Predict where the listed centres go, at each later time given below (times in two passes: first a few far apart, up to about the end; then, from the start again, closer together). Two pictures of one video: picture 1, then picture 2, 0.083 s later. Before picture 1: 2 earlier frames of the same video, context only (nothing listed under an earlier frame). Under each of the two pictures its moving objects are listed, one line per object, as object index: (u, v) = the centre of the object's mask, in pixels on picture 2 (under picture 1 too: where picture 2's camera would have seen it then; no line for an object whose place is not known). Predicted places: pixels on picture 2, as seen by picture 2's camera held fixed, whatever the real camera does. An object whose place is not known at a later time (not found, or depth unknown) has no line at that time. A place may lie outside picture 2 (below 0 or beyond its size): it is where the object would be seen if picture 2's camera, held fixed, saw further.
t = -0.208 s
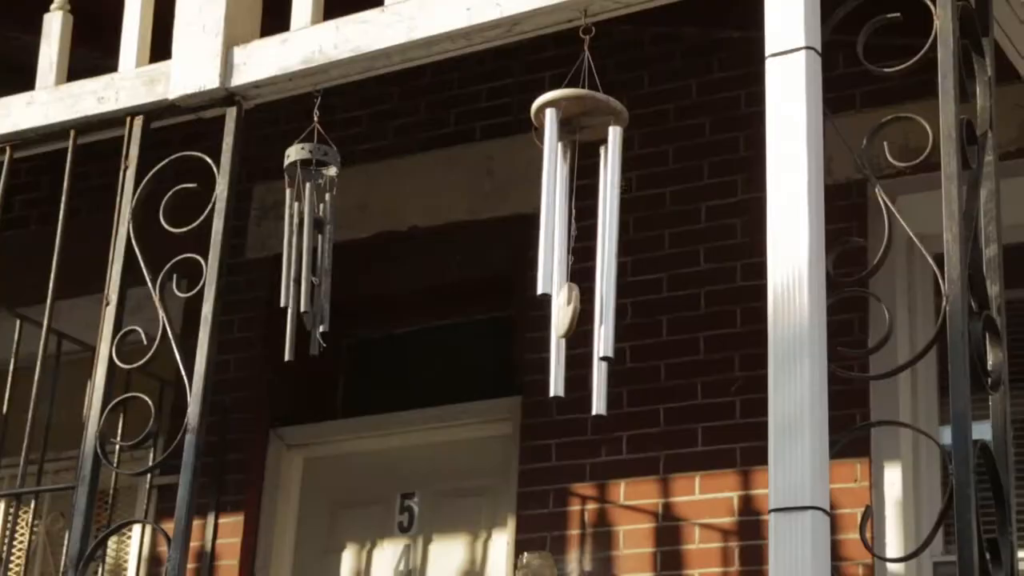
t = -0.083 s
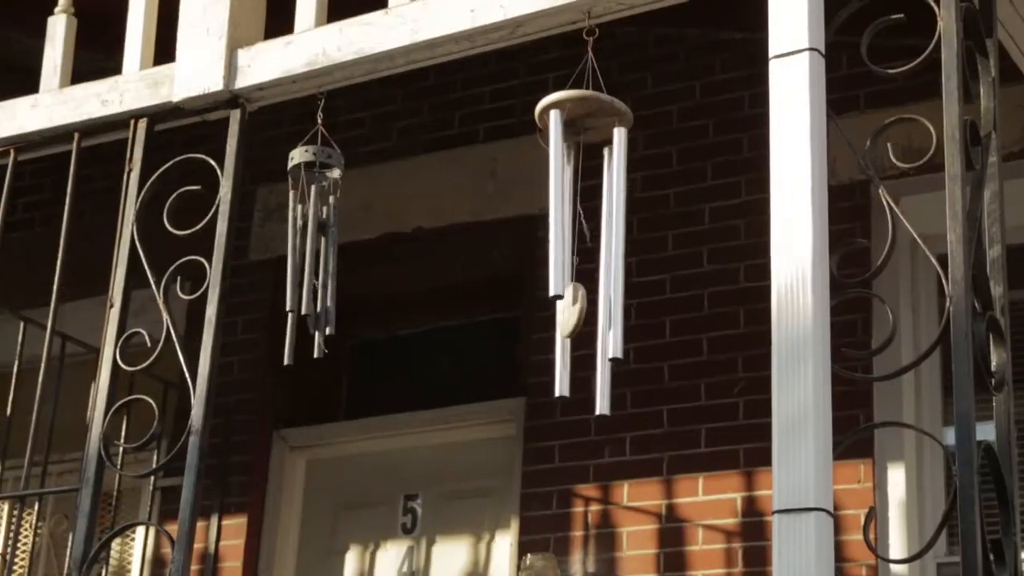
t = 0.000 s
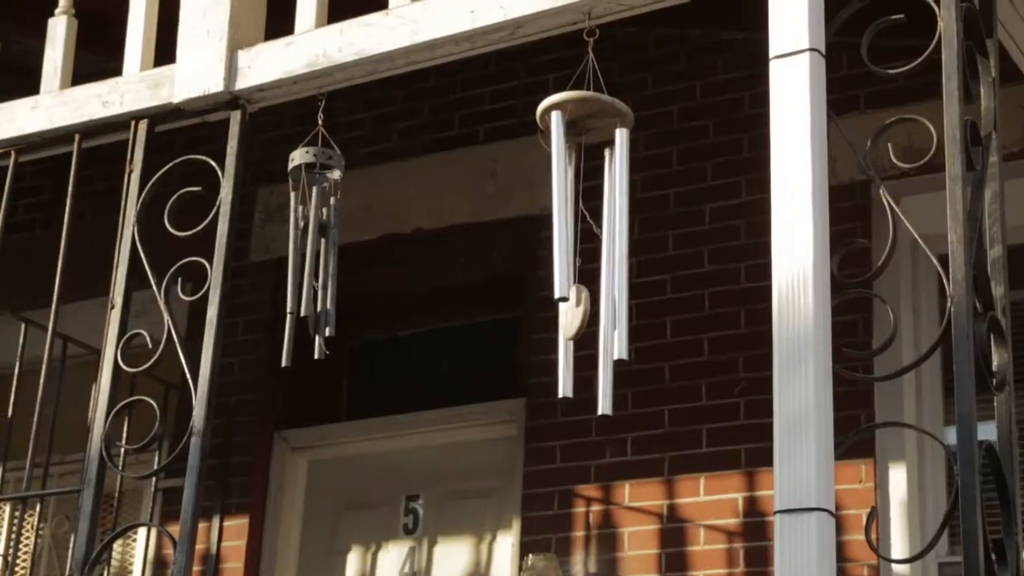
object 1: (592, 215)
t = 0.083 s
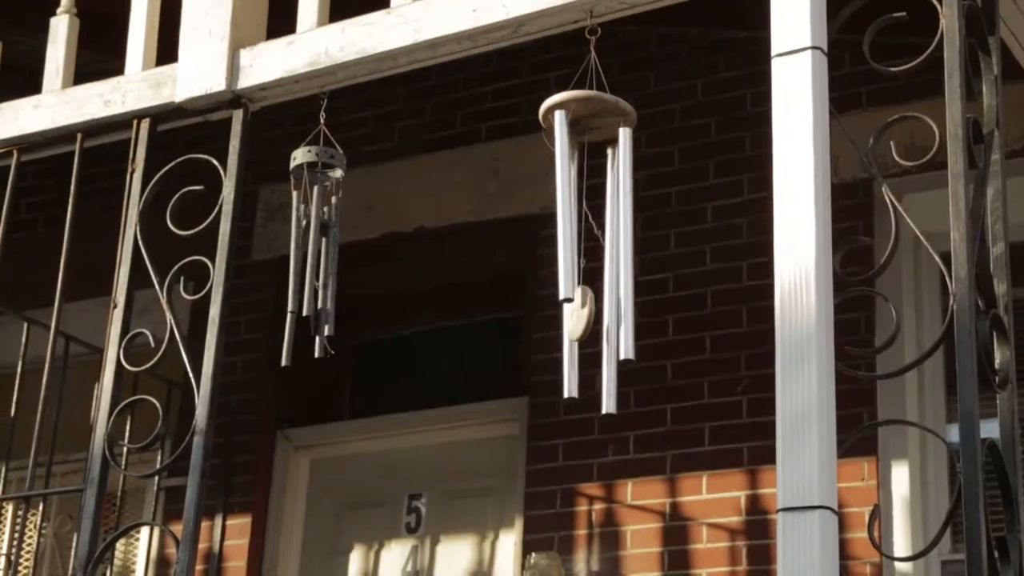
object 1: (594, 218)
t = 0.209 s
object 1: (595, 225)
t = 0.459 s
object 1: (593, 228)
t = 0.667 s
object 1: (588, 225)
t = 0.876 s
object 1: (583, 222)
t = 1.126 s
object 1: (581, 213)
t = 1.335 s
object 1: (586, 215)
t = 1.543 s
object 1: (591, 222)
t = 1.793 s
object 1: (592, 227)
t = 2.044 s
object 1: (586, 229)
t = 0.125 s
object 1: (594, 220)
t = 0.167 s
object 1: (594, 221)
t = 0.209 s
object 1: (595, 225)
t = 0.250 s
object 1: (595, 224)
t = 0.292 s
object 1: (595, 224)
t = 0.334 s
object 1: (595, 225)
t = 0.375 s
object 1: (594, 225)
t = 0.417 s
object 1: (593, 227)
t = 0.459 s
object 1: (593, 228)
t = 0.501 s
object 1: (593, 228)
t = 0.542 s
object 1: (591, 228)
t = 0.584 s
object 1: (591, 228)
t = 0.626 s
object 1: (590, 227)
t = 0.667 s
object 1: (588, 225)
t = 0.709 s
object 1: (588, 228)
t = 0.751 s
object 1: (586, 227)
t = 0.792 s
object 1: (585, 226)
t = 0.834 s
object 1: (584, 224)
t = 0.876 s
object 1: (583, 222)
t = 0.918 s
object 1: (582, 219)
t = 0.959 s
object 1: (582, 218)
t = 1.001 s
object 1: (582, 216)
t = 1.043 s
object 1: (582, 215)
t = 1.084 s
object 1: (582, 214)
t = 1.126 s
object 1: (581, 213)
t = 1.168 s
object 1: (581, 212)
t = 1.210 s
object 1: (582, 213)
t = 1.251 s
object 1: (582, 213)
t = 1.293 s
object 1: (583, 214)
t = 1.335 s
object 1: (586, 215)
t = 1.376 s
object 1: (586, 216)
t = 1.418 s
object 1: (588, 219)
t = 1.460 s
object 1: (589, 220)
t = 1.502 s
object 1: (590, 221)
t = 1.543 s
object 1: (591, 222)
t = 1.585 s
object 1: (591, 224)
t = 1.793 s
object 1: (592, 227)
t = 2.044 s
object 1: (586, 229)
